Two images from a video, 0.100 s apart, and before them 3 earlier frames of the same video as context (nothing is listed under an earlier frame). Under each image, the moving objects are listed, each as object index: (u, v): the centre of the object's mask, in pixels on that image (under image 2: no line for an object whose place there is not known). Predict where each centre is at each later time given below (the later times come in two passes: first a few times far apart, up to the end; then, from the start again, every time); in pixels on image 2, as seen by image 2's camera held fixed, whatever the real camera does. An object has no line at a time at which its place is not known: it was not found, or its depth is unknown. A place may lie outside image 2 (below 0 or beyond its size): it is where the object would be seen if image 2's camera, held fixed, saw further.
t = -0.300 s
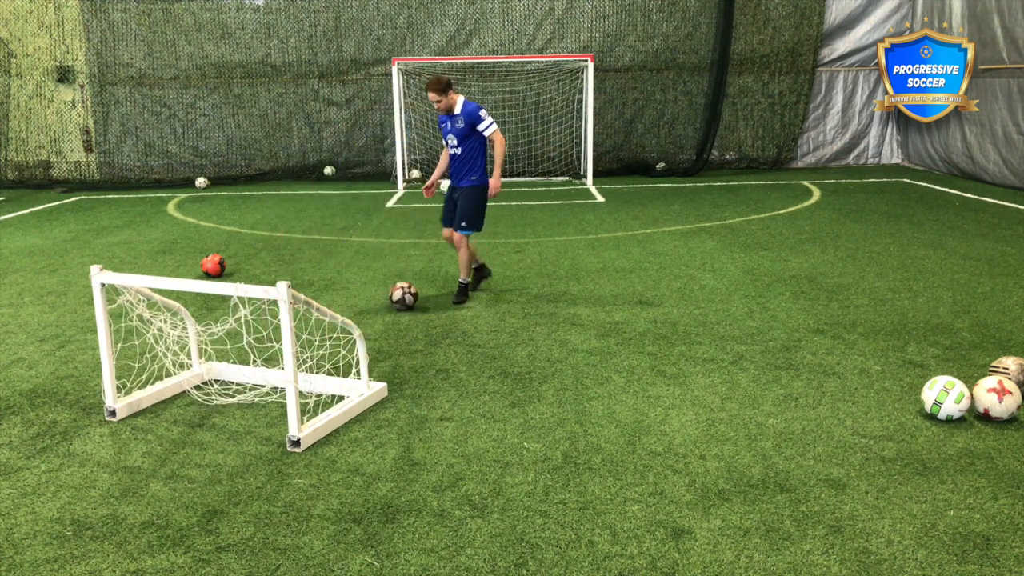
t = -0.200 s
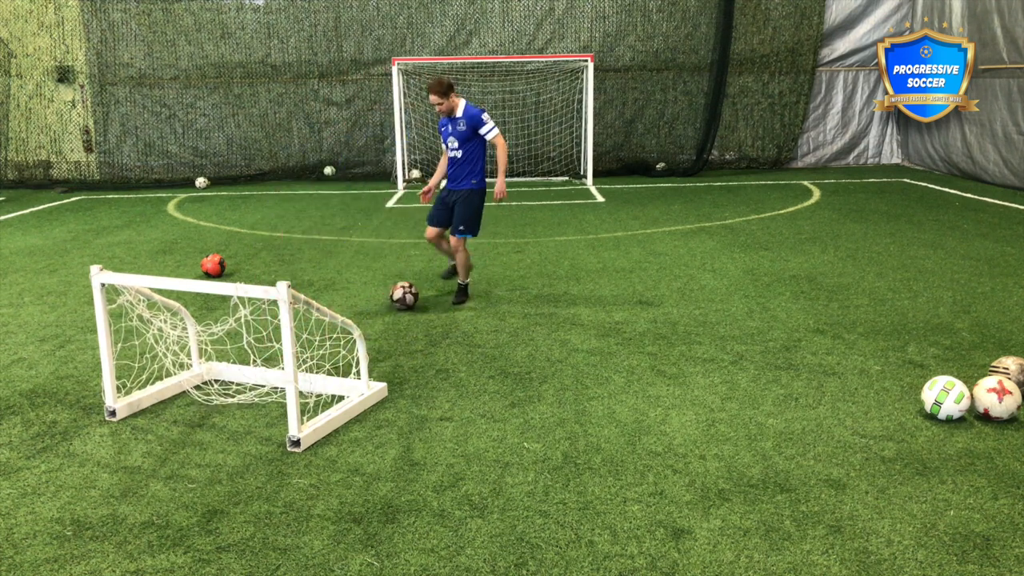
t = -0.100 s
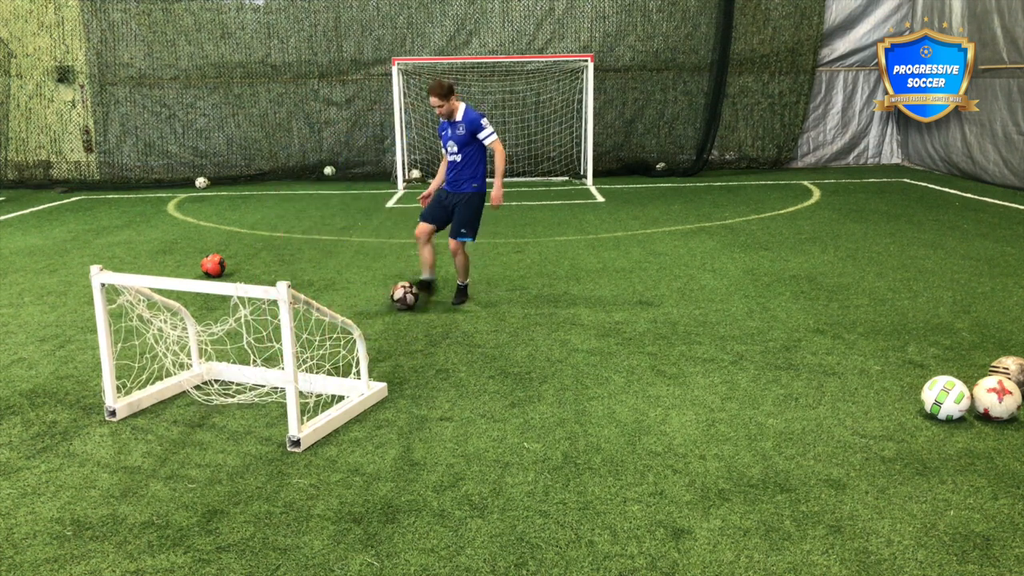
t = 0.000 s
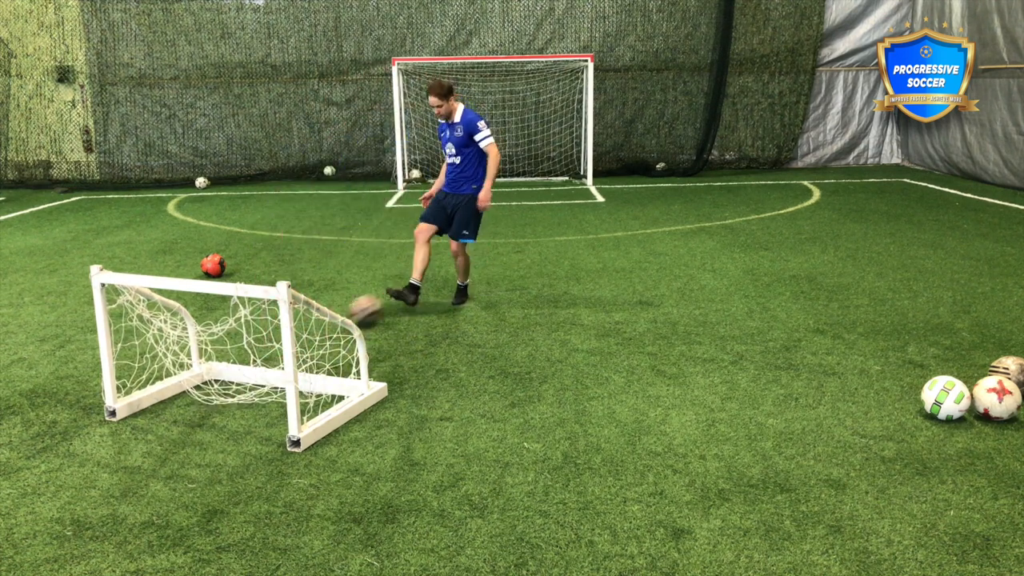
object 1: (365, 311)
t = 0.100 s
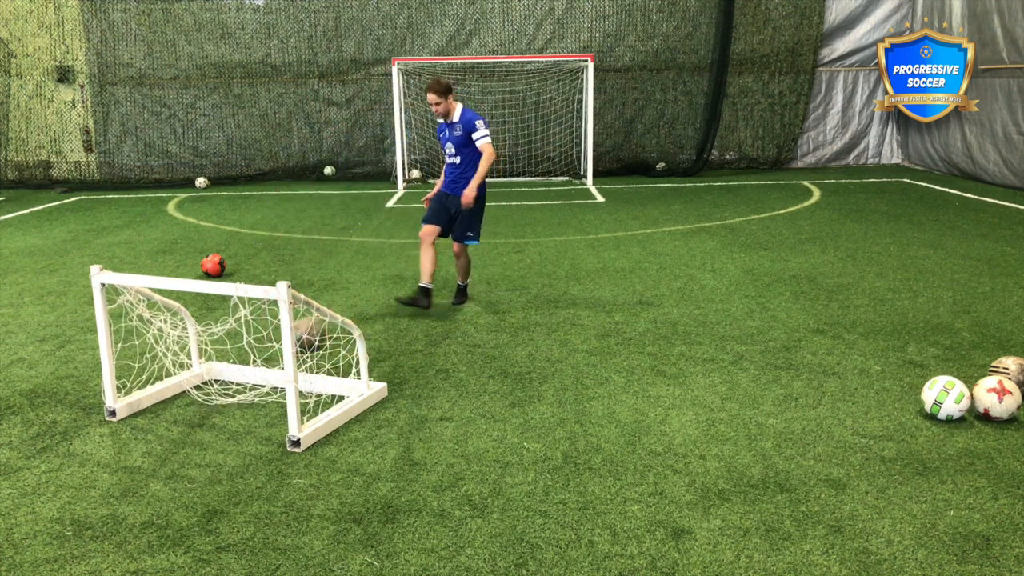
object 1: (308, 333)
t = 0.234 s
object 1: (247, 328)
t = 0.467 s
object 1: (266, 213)
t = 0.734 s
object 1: (293, 190)
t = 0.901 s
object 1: (312, 228)
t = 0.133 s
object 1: (275, 344)
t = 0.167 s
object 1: (265, 350)
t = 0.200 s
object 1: (247, 350)
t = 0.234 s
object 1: (247, 328)
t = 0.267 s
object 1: (248, 309)
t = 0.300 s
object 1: (254, 276)
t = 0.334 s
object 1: (255, 266)
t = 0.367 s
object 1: (258, 251)
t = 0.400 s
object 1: (260, 237)
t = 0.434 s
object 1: (263, 224)
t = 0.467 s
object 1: (266, 213)
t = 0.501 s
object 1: (270, 204)
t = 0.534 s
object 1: (273, 196)
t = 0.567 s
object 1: (276, 191)
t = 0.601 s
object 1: (279, 187)
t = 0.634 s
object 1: (282, 185)
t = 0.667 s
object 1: (286, 185)
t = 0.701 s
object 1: (290, 187)
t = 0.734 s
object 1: (293, 190)
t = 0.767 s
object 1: (297, 194)
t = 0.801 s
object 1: (301, 201)
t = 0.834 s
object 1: (305, 208)
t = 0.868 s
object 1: (309, 217)
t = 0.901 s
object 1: (312, 228)
